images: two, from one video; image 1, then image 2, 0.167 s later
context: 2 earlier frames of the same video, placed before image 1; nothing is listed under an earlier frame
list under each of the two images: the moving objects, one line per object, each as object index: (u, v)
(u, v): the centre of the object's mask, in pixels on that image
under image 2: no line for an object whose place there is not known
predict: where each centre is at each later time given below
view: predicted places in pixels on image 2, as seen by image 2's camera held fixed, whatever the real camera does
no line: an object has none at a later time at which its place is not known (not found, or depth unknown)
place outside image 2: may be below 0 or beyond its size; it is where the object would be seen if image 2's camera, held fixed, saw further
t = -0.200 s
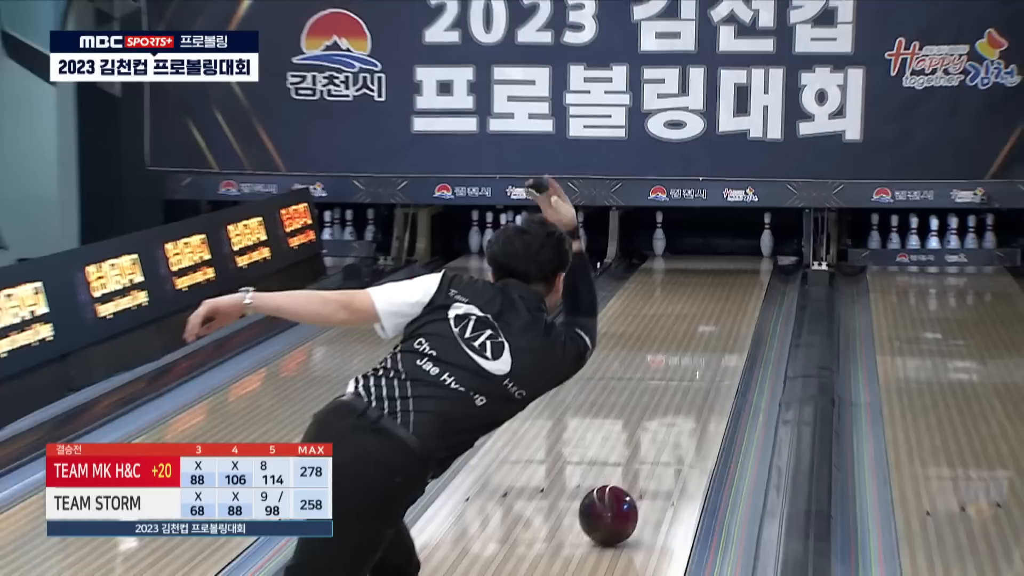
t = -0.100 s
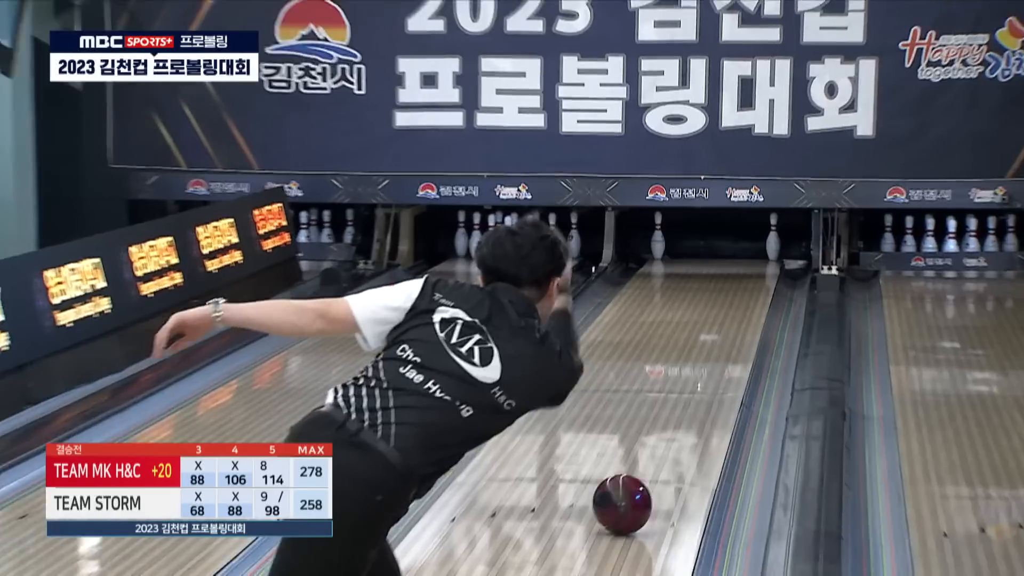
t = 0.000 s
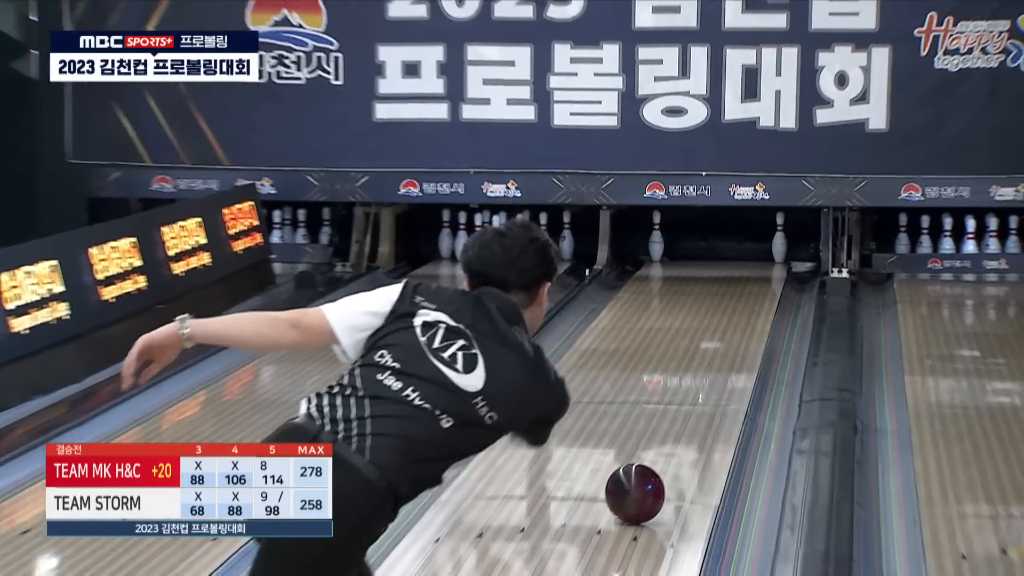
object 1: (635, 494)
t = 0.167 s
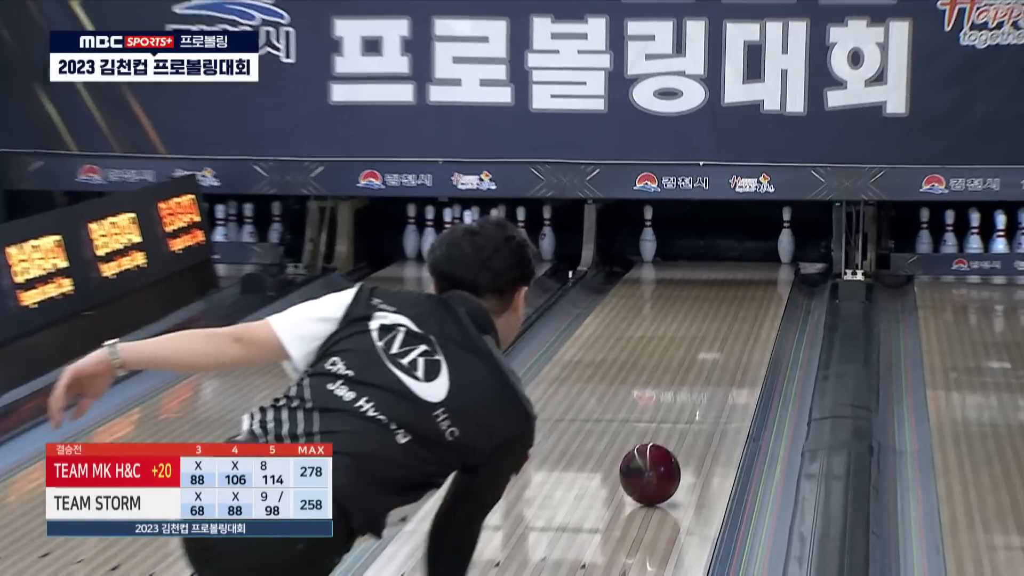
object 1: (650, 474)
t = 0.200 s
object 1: (655, 464)
